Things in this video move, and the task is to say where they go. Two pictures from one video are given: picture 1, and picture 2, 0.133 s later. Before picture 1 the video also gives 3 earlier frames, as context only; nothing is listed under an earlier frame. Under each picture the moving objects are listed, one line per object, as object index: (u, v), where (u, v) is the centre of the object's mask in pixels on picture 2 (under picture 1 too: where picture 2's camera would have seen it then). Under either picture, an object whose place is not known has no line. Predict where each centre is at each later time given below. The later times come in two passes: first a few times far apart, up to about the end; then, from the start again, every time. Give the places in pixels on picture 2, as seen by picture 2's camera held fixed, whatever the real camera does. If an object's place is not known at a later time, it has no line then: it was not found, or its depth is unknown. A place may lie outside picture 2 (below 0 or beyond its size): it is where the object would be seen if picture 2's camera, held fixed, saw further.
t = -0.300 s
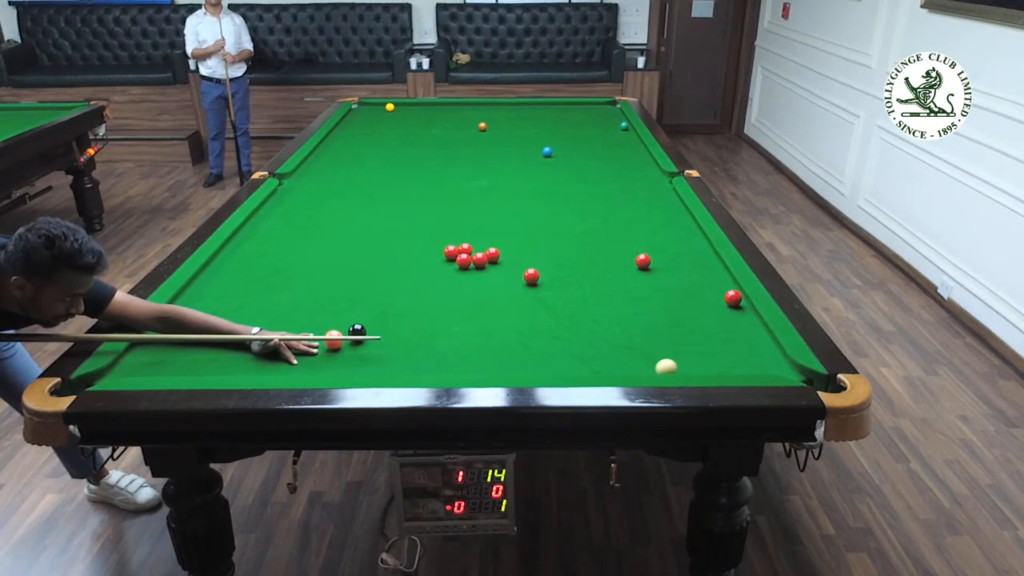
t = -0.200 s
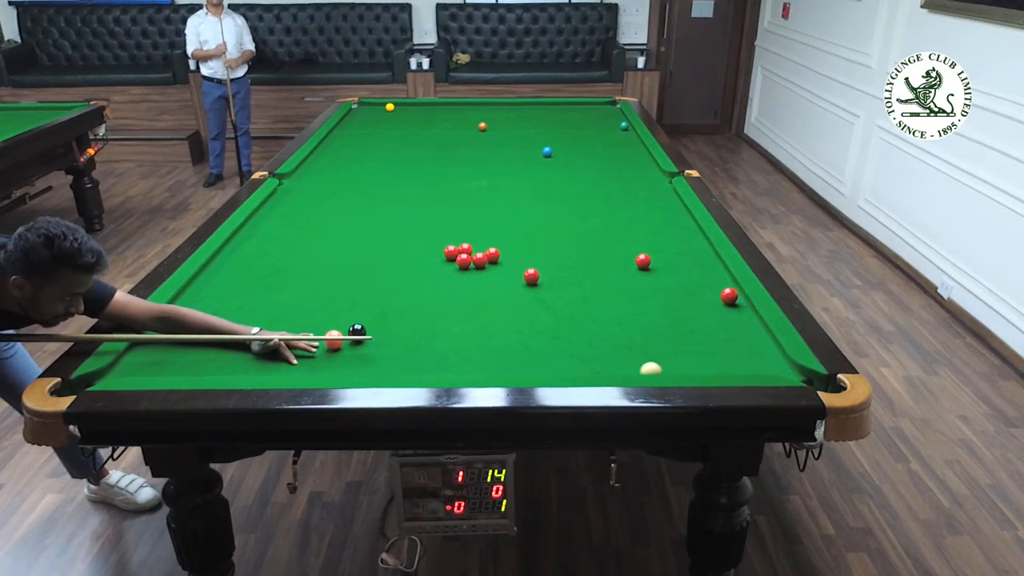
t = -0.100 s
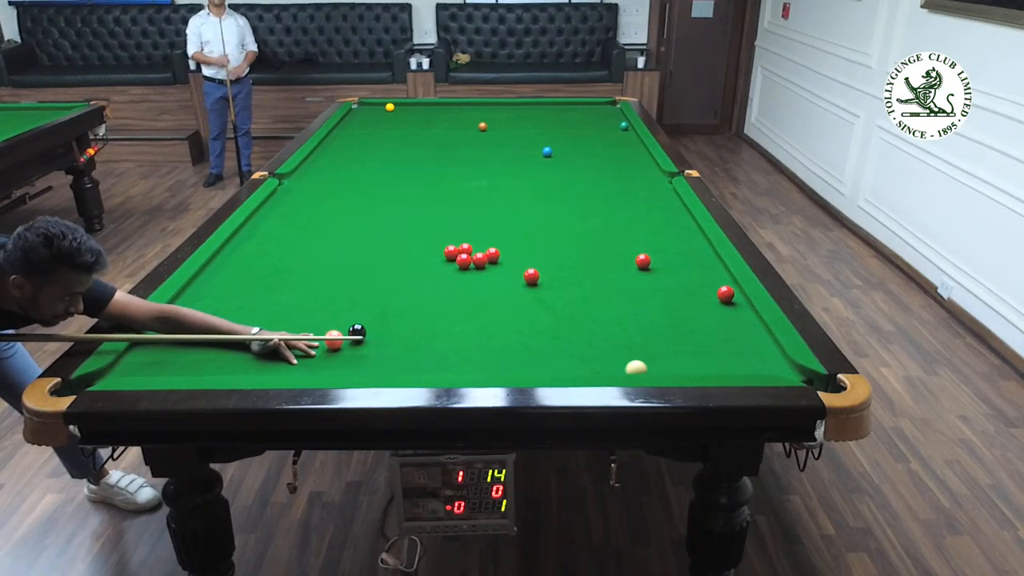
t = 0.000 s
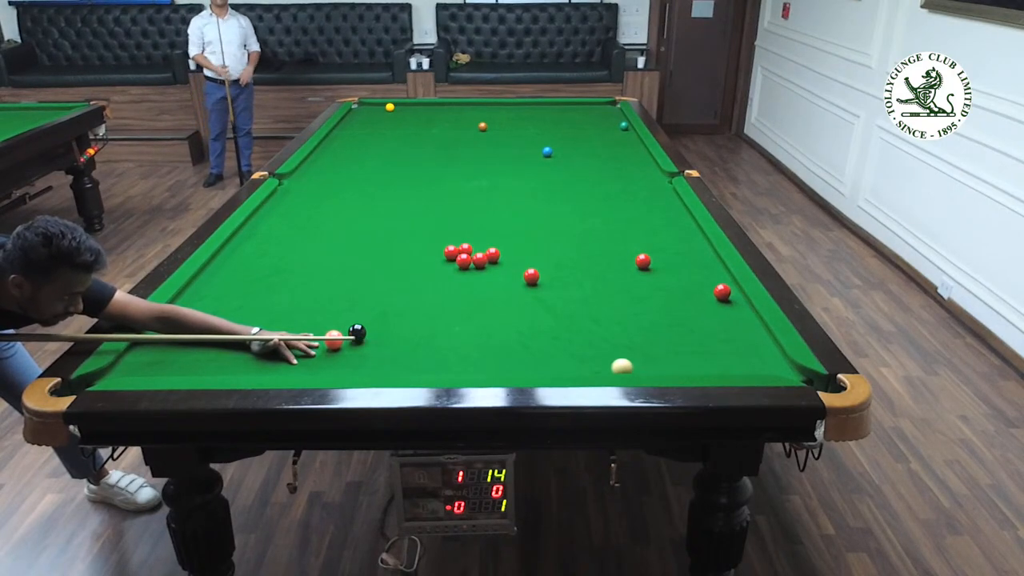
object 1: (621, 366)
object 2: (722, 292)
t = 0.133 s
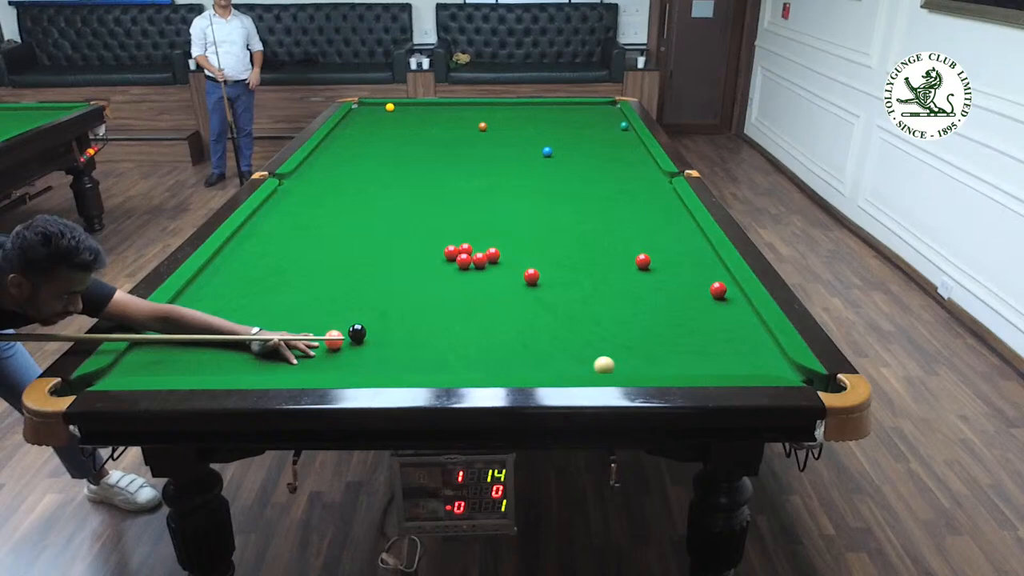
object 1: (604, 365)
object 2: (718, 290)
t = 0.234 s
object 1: (591, 364)
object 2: (715, 288)
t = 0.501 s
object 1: (559, 362)
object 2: (709, 285)
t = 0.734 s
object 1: (533, 359)
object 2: (705, 283)
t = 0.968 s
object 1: (510, 357)
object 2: (702, 281)
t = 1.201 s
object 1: (488, 355)
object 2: (700, 280)
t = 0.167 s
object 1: (600, 365)
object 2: (717, 289)
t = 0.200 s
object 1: (595, 365)
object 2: (716, 289)
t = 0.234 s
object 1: (591, 364)
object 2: (715, 288)
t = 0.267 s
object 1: (587, 364)
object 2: (714, 288)
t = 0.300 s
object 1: (583, 364)
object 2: (713, 287)
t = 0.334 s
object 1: (579, 364)
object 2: (712, 287)
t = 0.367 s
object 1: (575, 363)
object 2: (712, 287)
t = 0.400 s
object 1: (571, 363)
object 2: (711, 286)
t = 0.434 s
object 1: (567, 363)
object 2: (710, 286)
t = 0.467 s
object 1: (563, 363)
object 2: (710, 285)
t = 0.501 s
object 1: (559, 362)
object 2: (709, 285)
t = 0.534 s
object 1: (555, 362)
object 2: (708, 285)
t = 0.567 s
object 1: (551, 361)
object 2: (708, 284)
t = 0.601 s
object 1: (548, 361)
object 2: (707, 284)
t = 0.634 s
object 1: (544, 360)
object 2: (706, 283)
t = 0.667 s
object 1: (540, 360)
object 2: (706, 283)
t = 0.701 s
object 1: (537, 360)
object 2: (705, 283)
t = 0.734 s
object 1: (533, 359)
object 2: (705, 283)
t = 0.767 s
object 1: (530, 359)
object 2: (704, 282)
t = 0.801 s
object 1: (526, 359)
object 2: (704, 282)
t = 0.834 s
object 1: (523, 358)
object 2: (703, 282)
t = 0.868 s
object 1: (520, 358)
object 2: (703, 282)
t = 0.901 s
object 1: (516, 358)
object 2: (702, 281)
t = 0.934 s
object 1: (513, 357)
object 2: (702, 281)
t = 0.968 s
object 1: (510, 357)
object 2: (702, 281)
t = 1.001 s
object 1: (506, 357)
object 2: (701, 281)
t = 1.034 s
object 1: (503, 356)
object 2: (701, 281)
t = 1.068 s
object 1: (500, 356)
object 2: (701, 281)
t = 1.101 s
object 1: (497, 356)
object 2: (701, 281)
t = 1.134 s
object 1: (494, 356)
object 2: (700, 280)
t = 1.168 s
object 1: (491, 355)
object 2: (700, 280)
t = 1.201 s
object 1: (488, 355)
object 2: (700, 280)
